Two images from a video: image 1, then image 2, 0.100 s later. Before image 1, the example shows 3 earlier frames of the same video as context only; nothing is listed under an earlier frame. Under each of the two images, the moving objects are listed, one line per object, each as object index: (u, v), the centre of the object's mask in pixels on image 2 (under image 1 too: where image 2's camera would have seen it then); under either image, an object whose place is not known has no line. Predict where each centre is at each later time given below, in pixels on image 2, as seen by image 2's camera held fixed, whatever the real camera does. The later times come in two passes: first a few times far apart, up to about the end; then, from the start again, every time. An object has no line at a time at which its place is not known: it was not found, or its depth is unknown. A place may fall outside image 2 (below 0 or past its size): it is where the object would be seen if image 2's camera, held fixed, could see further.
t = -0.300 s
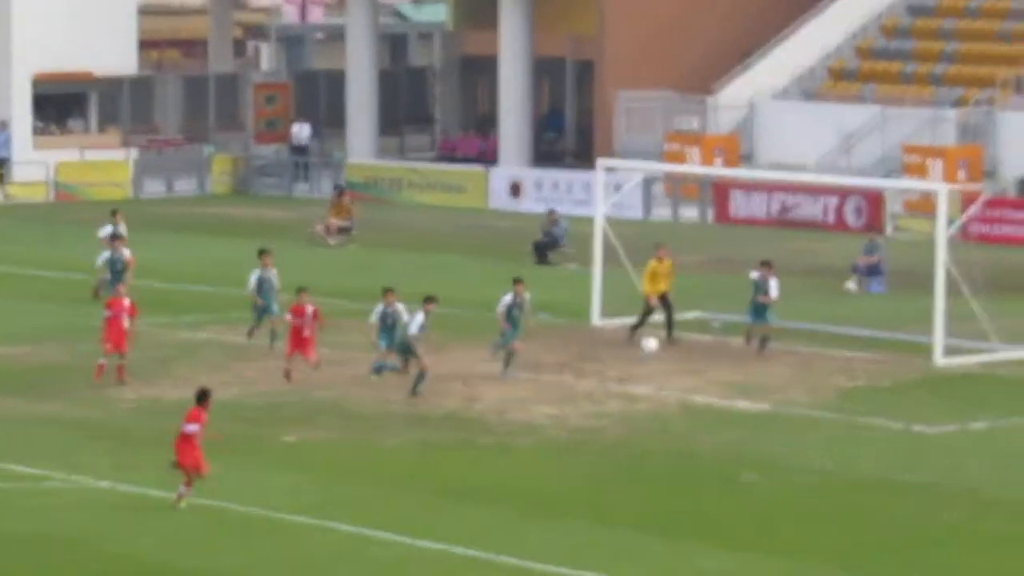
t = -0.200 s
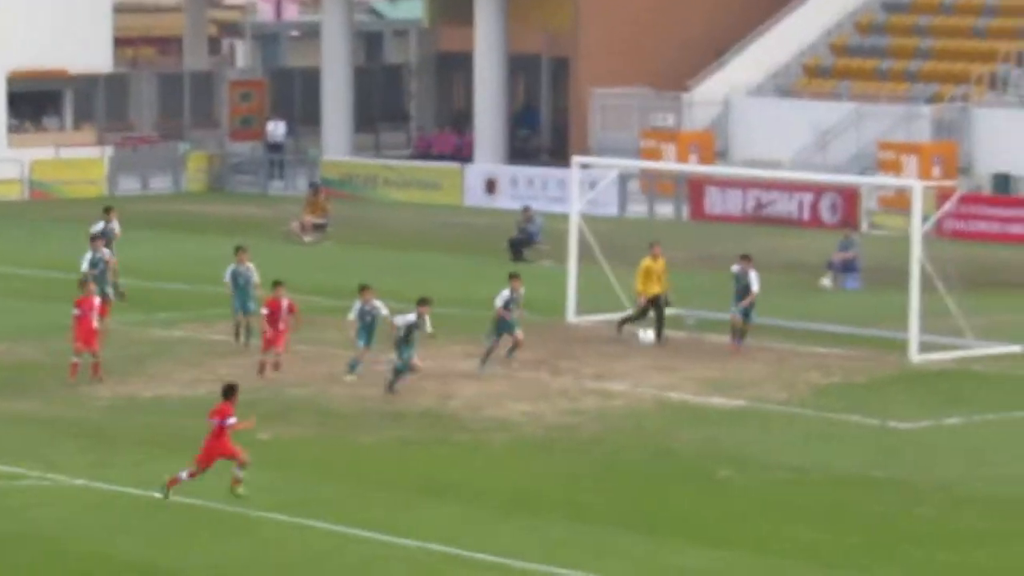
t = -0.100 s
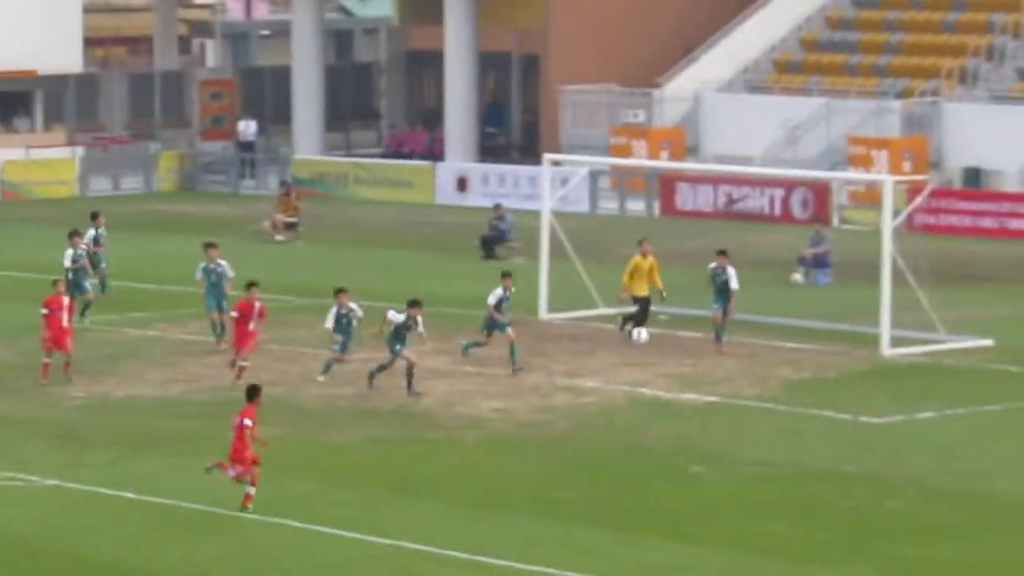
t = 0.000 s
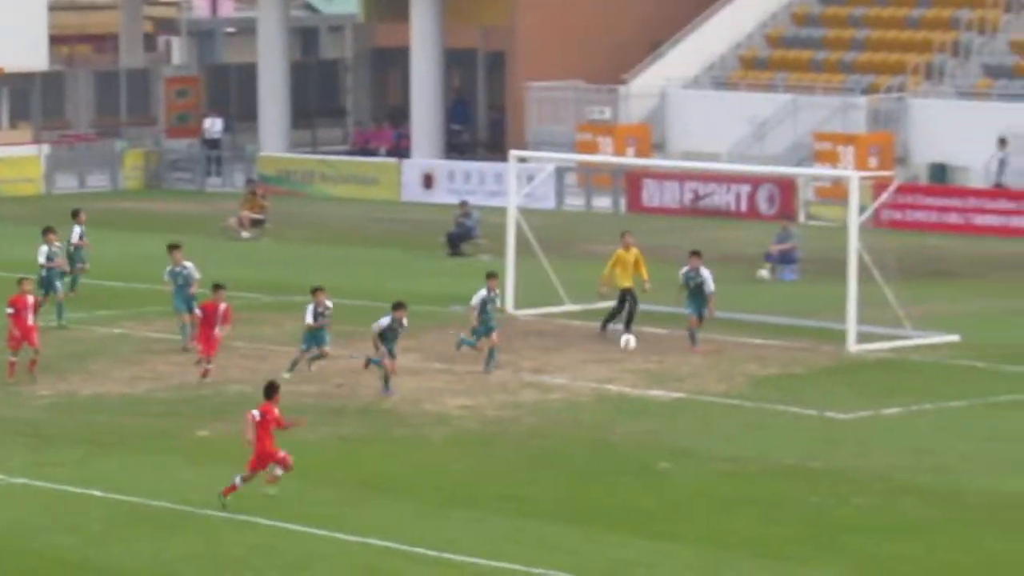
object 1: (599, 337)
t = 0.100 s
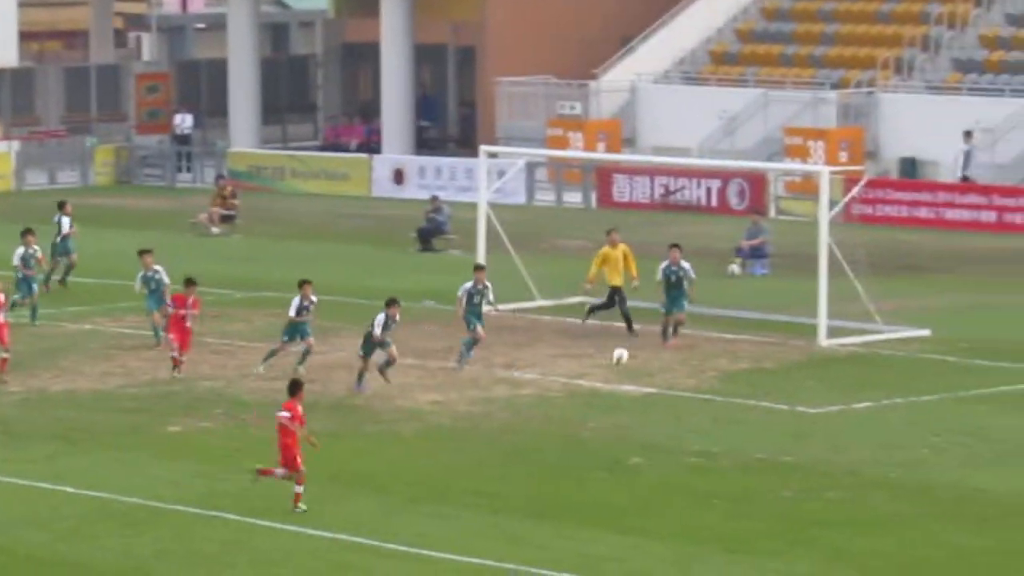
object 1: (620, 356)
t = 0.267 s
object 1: (657, 407)
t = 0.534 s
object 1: (718, 417)
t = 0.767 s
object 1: (774, 415)
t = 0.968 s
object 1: (824, 452)
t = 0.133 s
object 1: (627, 364)
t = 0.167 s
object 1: (635, 373)
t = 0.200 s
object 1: (642, 384)
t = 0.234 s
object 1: (649, 396)
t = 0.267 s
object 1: (657, 407)
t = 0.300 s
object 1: (664, 420)
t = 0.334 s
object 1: (670, 435)
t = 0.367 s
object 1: (679, 447)
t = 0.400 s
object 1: (686, 441)
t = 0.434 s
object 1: (694, 433)
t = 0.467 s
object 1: (702, 427)
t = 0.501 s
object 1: (710, 422)
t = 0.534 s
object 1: (718, 417)
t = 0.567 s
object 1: (725, 415)
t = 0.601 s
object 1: (734, 412)
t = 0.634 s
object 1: (742, 410)
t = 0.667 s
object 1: (750, 410)
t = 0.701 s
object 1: (758, 411)
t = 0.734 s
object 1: (766, 413)
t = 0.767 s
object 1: (774, 415)
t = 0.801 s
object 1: (782, 418)
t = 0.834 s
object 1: (791, 424)
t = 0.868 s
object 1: (799, 429)
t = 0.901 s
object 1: (807, 435)
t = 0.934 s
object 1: (815, 443)
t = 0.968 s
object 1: (824, 452)
